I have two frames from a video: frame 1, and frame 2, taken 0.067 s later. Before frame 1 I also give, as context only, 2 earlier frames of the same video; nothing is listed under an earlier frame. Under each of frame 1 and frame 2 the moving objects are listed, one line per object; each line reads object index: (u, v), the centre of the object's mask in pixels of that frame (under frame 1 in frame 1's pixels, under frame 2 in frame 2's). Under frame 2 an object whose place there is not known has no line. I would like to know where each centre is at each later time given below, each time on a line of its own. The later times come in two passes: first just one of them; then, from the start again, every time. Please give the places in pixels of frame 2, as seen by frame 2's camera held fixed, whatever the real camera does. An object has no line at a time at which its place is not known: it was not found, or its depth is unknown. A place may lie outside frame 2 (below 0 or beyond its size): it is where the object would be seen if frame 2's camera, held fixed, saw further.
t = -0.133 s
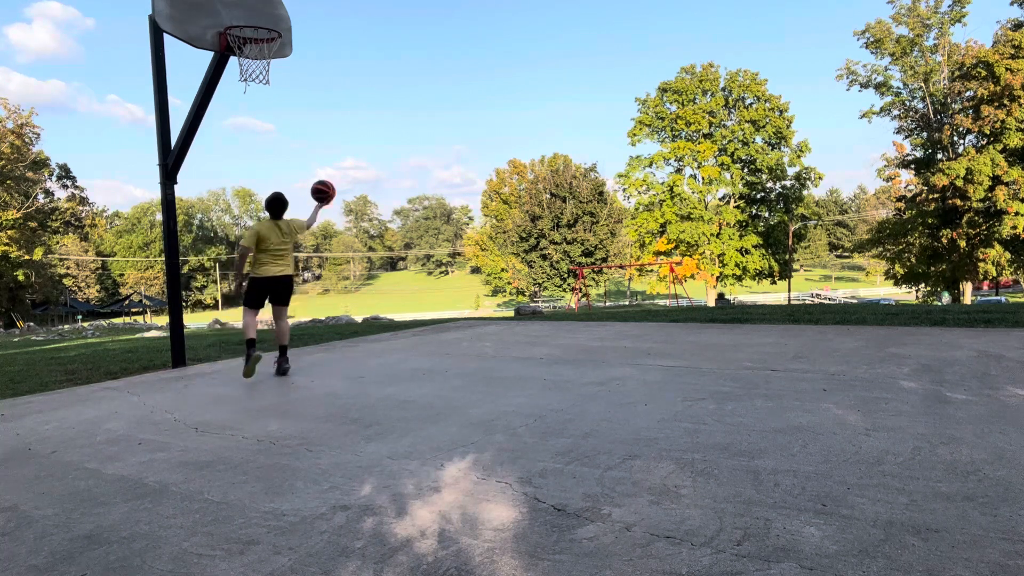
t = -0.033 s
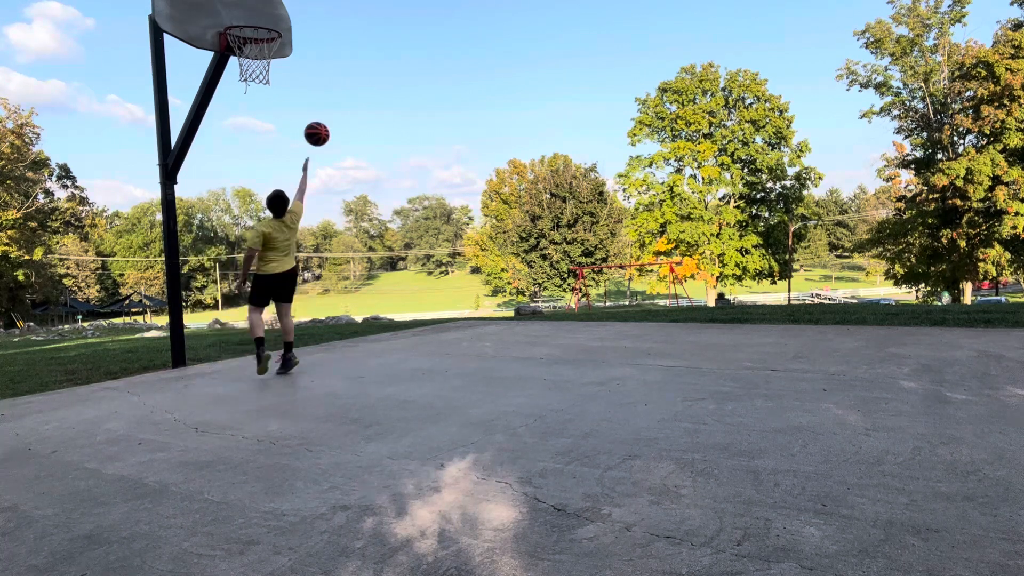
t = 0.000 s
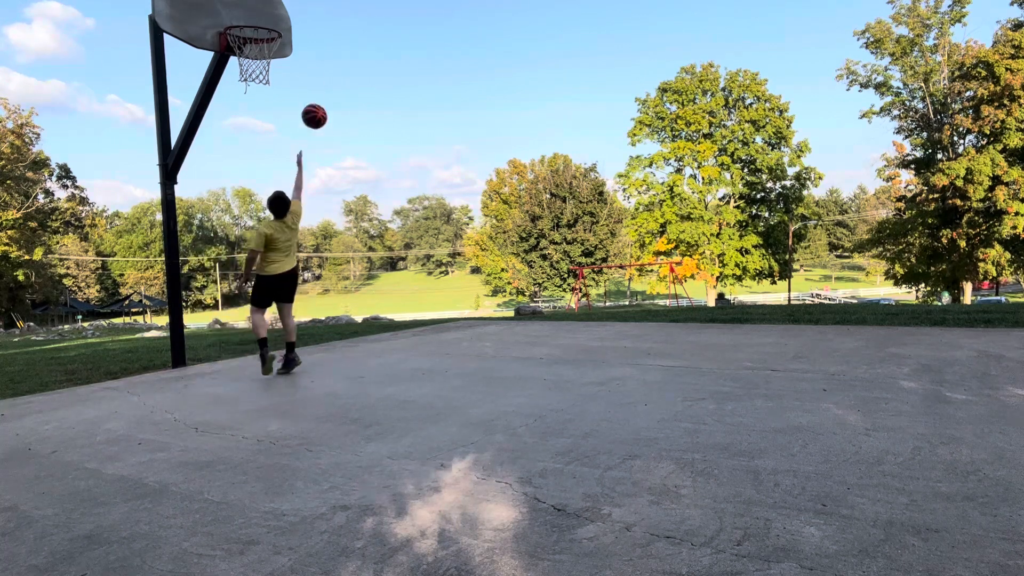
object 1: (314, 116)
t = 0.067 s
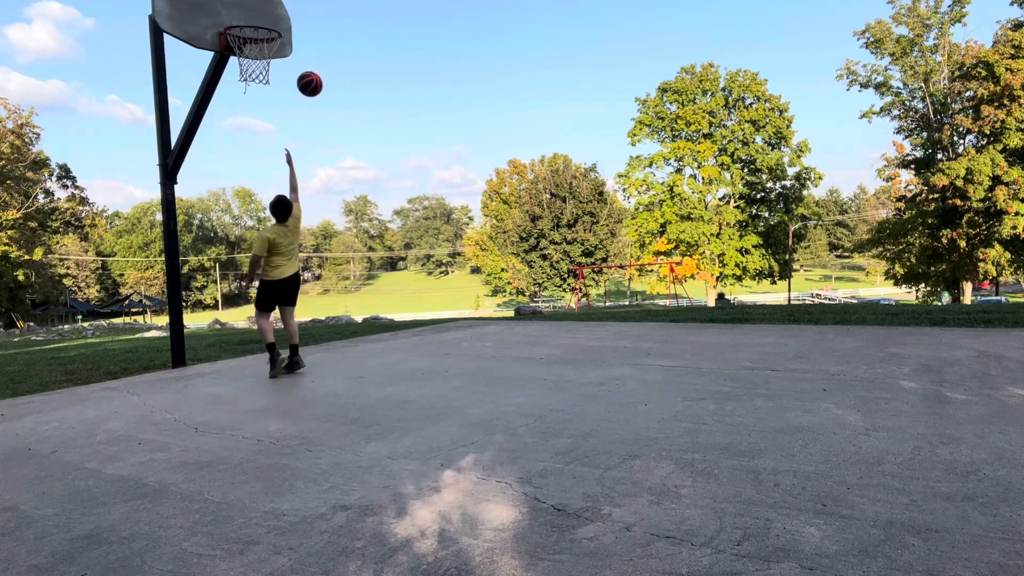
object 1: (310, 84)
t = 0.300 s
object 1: (296, 8)
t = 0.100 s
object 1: (308, 69)
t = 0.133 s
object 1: (305, 56)
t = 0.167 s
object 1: (303, 43)
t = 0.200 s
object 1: (301, 32)
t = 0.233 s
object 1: (299, 21)
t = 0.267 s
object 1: (297, 13)
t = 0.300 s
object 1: (296, 8)
